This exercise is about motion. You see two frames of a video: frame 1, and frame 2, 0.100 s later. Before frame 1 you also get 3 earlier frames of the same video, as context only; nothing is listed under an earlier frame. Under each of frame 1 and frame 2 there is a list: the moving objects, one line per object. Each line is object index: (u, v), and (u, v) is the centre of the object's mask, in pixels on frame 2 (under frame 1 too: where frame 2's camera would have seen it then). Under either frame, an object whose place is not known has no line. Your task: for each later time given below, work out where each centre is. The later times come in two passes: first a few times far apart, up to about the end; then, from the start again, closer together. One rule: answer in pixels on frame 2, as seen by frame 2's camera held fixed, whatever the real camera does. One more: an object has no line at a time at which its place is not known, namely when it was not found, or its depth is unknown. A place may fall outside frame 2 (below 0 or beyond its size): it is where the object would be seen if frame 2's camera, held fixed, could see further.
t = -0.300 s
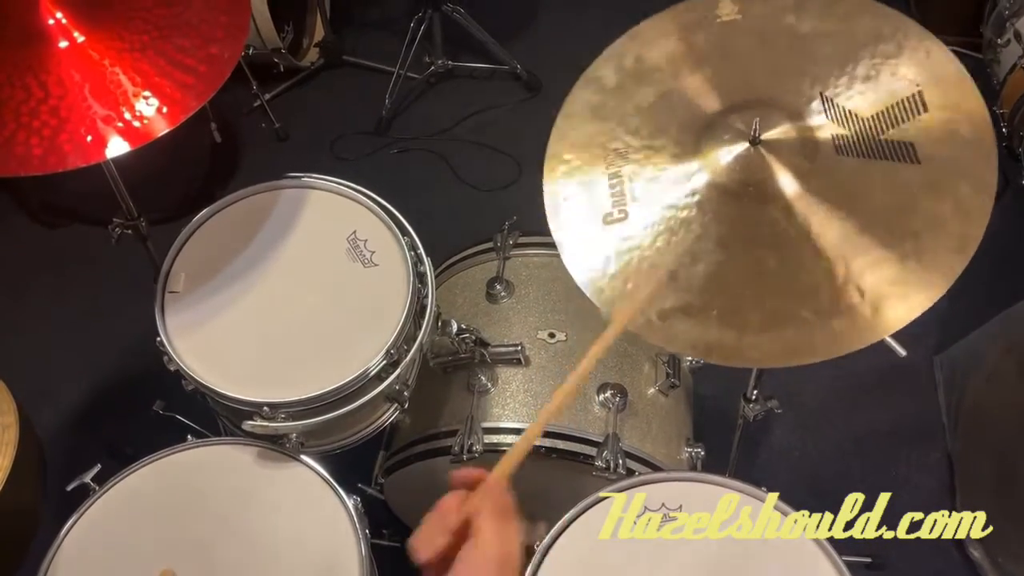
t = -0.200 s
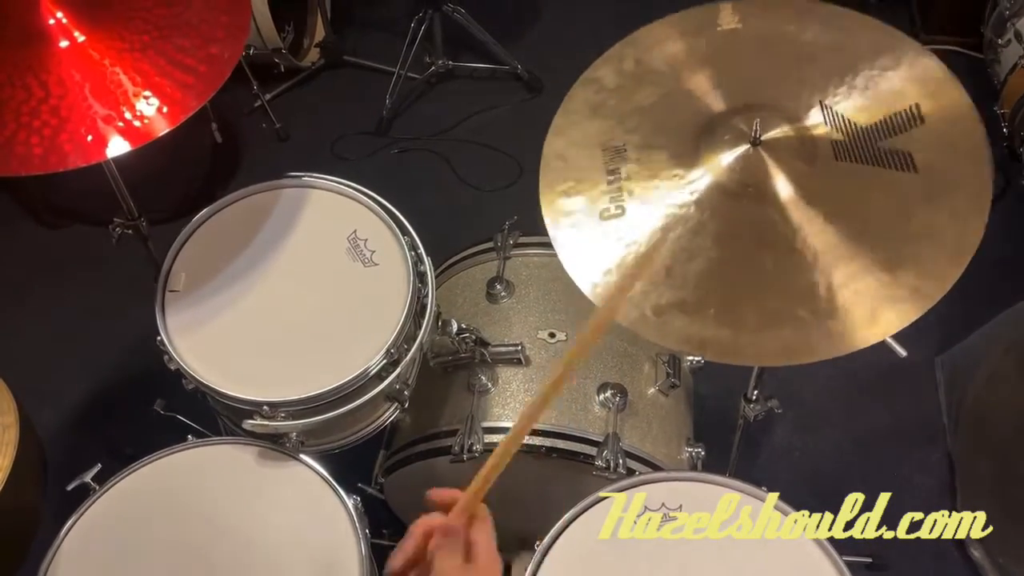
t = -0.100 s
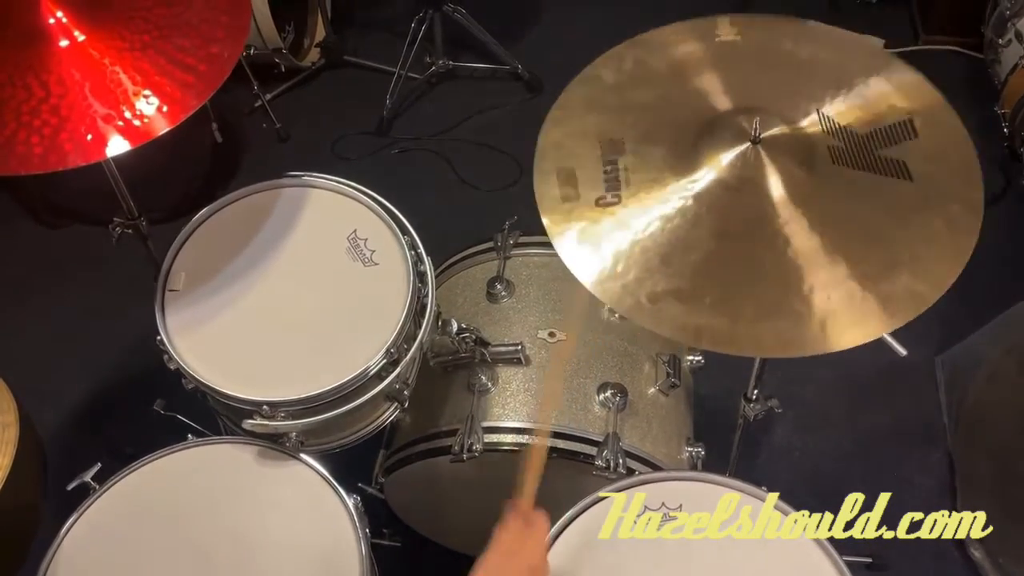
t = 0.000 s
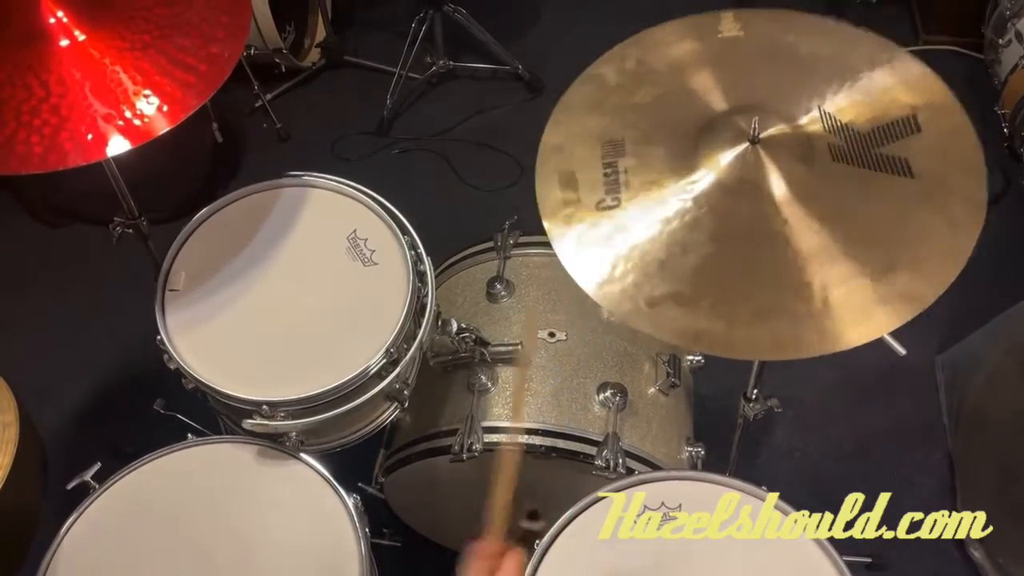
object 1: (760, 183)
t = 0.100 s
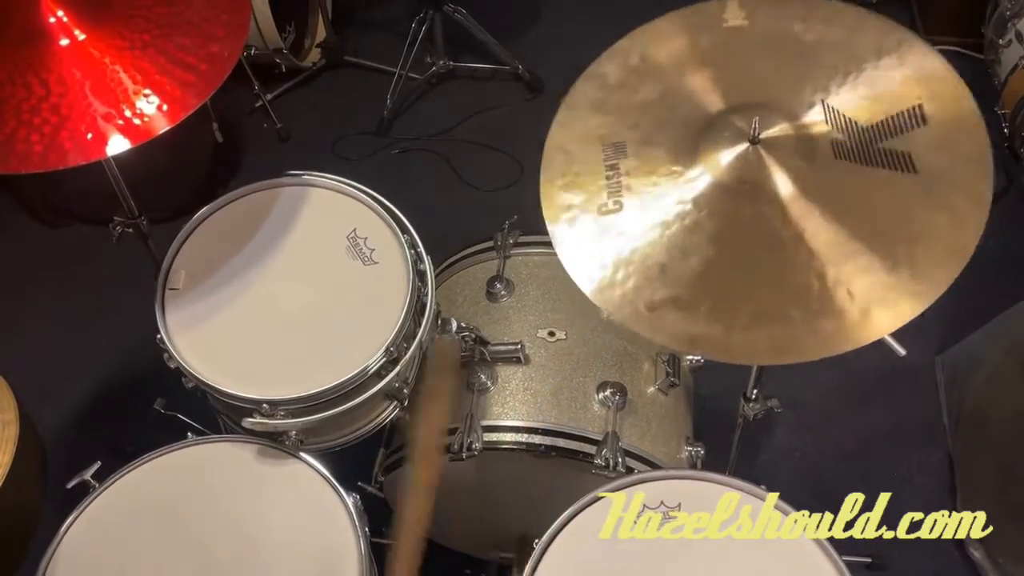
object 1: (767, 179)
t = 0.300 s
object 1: (761, 182)
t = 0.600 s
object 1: (761, 183)
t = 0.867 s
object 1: (763, 181)
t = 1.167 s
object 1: (762, 182)
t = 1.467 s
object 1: (761, 183)
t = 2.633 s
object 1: (763, 181)
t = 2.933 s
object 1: (763, 181)
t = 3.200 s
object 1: (762, 182)
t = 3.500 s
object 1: (762, 182)
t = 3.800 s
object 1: (763, 181)
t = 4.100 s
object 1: (763, 181)
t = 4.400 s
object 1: (763, 181)
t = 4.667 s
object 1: (763, 181)
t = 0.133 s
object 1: (767, 179)
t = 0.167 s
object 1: (767, 179)
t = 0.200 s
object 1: (766, 179)
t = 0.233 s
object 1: (765, 179)
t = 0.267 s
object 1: (763, 180)
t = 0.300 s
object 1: (761, 182)
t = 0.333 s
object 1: (760, 183)
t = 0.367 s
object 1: (759, 184)
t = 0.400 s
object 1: (759, 185)
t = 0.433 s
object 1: (759, 186)
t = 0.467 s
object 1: (759, 186)
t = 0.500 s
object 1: (760, 185)
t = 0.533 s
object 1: (760, 185)
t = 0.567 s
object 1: (761, 184)
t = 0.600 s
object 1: (761, 183)
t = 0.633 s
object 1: (762, 182)
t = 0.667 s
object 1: (763, 180)
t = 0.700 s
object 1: (765, 179)
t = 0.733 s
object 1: (765, 179)
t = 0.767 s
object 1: (765, 179)
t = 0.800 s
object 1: (765, 180)
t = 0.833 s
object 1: (764, 180)
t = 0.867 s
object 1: (763, 181)
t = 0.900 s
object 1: (762, 182)
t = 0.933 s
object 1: (760, 183)
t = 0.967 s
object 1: (760, 184)
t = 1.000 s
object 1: (759, 185)
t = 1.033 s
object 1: (759, 185)
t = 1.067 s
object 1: (760, 185)
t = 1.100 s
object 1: (760, 184)
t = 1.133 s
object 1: (761, 183)
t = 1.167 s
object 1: (762, 182)
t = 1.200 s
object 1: (763, 181)
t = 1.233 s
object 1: (764, 180)
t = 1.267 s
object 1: (764, 179)
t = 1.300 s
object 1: (764, 179)
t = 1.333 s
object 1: (764, 180)
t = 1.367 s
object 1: (763, 181)
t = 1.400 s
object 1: (762, 182)
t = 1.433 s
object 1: (761, 183)
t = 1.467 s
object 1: (761, 183)
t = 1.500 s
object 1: (760, 183)
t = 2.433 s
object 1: (762, 182)
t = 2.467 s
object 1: (762, 182)
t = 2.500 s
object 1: (762, 182)
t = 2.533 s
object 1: (763, 181)
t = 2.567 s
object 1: (763, 181)
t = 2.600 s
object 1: (763, 181)
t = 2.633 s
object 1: (763, 181)
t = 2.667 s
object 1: (763, 181)
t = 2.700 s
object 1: (763, 181)
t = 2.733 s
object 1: (762, 181)
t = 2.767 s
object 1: (762, 182)
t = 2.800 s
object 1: (762, 182)
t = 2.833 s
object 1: (762, 182)
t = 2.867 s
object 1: (762, 182)
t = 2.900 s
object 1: (762, 181)
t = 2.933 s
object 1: (763, 181)
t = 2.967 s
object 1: (763, 181)
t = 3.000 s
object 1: (763, 181)
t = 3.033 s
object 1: (763, 181)
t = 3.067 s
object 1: (763, 181)
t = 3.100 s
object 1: (762, 182)
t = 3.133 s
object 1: (762, 182)
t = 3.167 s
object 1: (762, 182)
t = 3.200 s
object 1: (762, 182)
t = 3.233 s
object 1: (762, 181)
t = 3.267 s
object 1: (763, 181)
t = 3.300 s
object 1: (762, 181)
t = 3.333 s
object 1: (762, 181)
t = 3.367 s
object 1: (763, 182)
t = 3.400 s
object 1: (762, 182)
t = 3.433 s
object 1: (762, 182)
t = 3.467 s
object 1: (762, 182)
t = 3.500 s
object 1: (762, 182)
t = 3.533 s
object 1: (762, 182)
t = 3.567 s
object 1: (762, 182)
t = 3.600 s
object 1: (762, 181)
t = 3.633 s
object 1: (762, 182)
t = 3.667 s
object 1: (762, 181)
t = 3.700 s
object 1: (762, 181)
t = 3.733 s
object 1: (762, 181)
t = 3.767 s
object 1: (763, 181)
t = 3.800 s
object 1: (763, 181)
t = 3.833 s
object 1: (763, 181)
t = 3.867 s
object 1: (763, 181)
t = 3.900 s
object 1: (763, 181)
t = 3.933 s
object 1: (763, 181)
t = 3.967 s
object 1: (763, 181)
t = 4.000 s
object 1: (763, 181)
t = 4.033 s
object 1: (763, 181)
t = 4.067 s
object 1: (763, 181)
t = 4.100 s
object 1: (763, 181)
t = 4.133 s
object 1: (763, 181)
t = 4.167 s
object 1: (763, 181)
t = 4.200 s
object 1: (763, 181)
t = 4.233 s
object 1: (763, 181)
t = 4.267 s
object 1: (763, 181)
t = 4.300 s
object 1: (763, 181)
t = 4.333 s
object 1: (763, 182)
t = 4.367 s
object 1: (763, 182)
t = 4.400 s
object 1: (763, 181)
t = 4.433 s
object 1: (763, 181)
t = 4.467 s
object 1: (763, 181)
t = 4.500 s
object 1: (763, 181)
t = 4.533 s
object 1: (763, 181)
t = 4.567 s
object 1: (763, 181)
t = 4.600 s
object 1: (763, 181)
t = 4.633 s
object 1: (763, 181)
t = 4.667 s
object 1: (763, 181)
